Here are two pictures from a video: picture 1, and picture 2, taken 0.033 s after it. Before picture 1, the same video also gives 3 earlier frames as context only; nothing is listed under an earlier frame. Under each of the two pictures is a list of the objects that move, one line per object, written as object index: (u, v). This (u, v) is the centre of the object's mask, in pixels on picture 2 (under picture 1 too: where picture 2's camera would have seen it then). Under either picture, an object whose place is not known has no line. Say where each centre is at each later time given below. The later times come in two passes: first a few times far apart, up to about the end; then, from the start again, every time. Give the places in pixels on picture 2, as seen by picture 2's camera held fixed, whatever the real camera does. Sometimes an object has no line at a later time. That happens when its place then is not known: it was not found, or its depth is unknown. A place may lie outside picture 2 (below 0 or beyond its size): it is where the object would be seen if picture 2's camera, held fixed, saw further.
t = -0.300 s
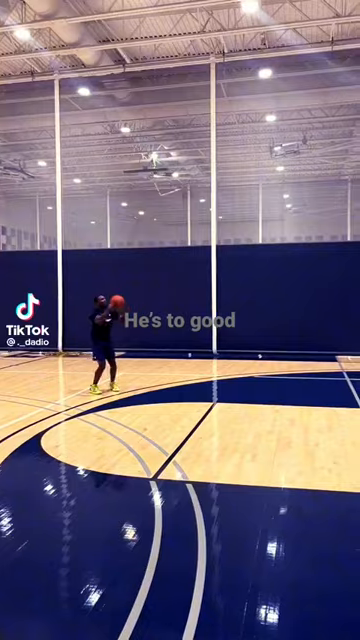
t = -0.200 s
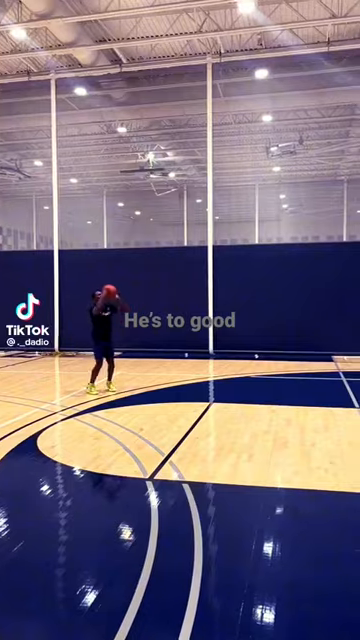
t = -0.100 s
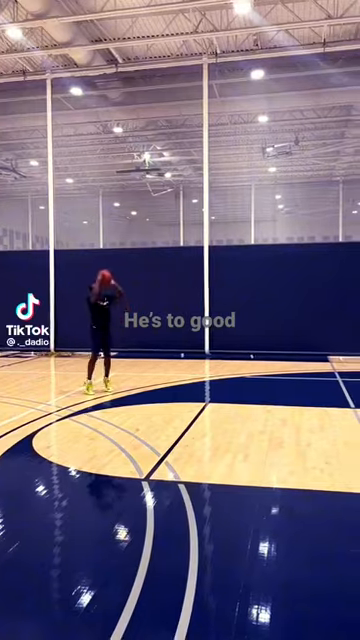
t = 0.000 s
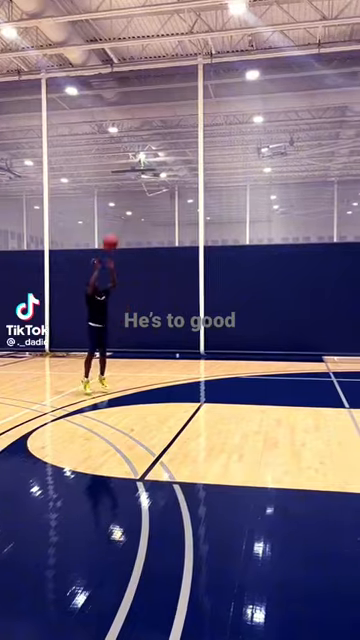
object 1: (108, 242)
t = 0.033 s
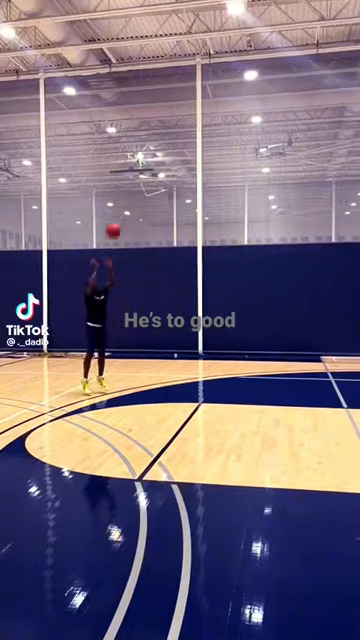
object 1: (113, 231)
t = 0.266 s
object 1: (149, 160)
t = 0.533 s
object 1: (195, 118)
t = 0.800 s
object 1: (245, 123)
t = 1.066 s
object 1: (298, 182)
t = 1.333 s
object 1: (357, 299)
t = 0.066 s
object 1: (118, 219)
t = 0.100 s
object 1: (123, 208)
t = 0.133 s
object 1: (127, 198)
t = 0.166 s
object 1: (133, 187)
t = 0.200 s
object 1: (138, 176)
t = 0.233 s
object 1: (143, 168)
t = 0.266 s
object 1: (149, 160)
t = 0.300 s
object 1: (154, 151)
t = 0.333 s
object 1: (160, 146)
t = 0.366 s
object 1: (166, 139)
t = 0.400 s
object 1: (171, 134)
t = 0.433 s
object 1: (177, 128)
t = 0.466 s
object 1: (182, 124)
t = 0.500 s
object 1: (188, 121)
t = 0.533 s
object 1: (195, 118)
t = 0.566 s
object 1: (201, 116)
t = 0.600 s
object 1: (207, 115)
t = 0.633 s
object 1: (213, 114)
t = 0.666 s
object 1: (219, 114)
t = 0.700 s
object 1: (226, 115)
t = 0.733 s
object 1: (232, 117)
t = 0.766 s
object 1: (238, 119)
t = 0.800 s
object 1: (245, 123)
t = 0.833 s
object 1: (252, 127)
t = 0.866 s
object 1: (258, 133)
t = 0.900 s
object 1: (264, 139)
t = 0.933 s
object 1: (271, 146)
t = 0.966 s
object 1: (278, 153)
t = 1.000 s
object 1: (285, 162)
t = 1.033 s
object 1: (292, 171)
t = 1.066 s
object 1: (298, 182)
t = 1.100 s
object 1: (305, 194)
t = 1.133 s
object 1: (313, 207)
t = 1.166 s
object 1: (320, 220)
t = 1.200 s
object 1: (327, 234)
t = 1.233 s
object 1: (334, 250)
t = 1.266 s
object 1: (342, 264)
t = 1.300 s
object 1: (350, 281)
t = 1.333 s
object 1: (357, 299)
